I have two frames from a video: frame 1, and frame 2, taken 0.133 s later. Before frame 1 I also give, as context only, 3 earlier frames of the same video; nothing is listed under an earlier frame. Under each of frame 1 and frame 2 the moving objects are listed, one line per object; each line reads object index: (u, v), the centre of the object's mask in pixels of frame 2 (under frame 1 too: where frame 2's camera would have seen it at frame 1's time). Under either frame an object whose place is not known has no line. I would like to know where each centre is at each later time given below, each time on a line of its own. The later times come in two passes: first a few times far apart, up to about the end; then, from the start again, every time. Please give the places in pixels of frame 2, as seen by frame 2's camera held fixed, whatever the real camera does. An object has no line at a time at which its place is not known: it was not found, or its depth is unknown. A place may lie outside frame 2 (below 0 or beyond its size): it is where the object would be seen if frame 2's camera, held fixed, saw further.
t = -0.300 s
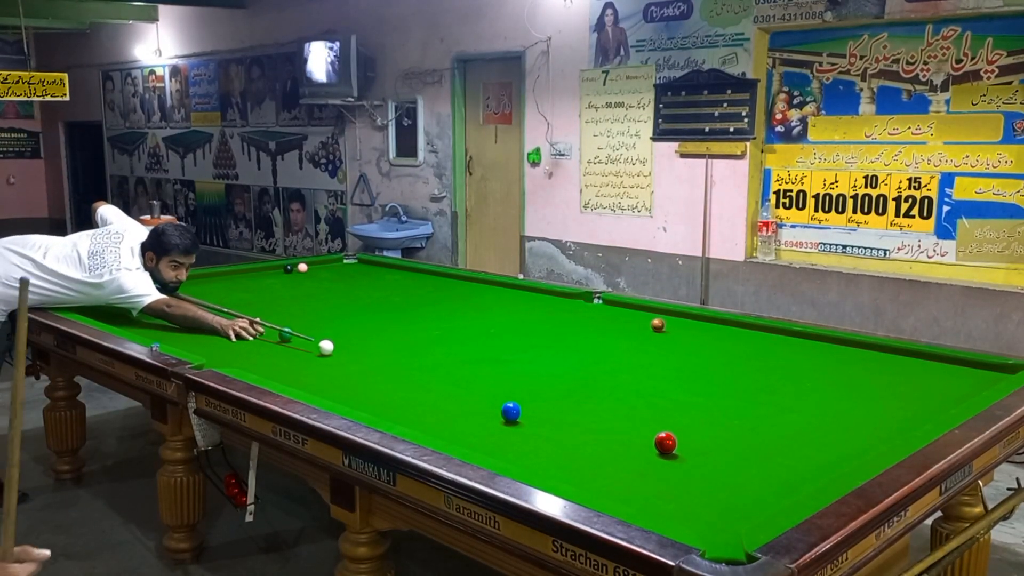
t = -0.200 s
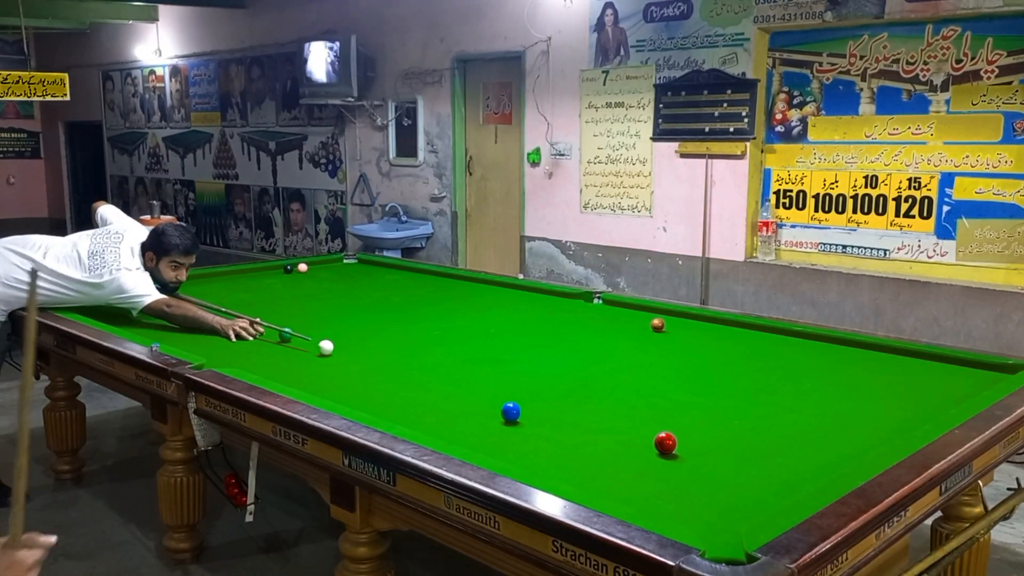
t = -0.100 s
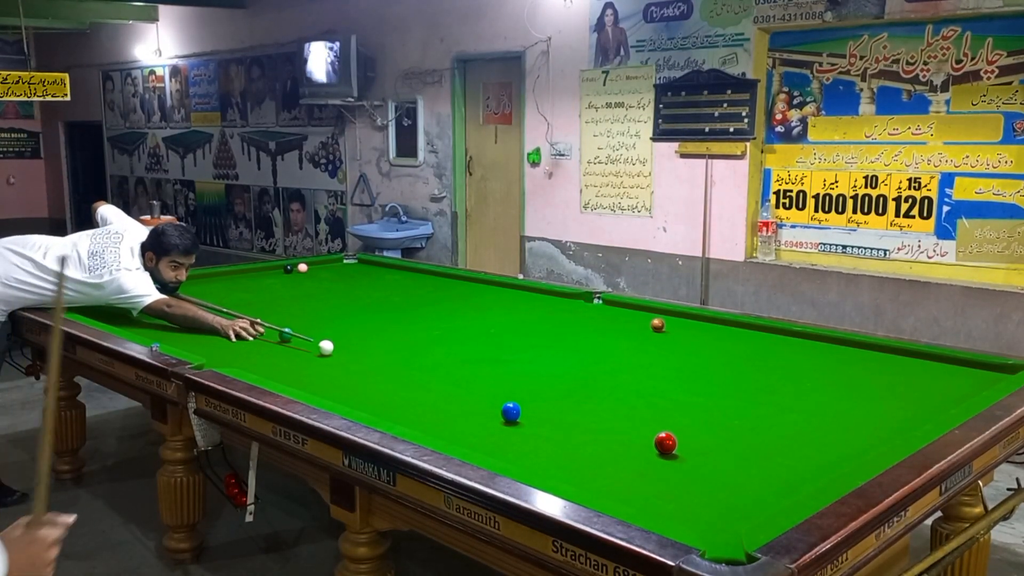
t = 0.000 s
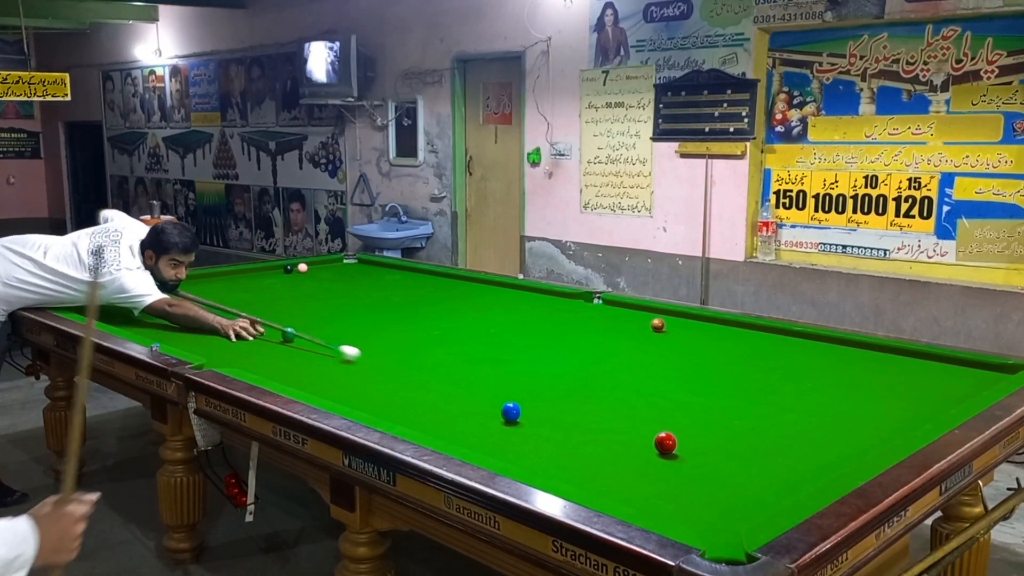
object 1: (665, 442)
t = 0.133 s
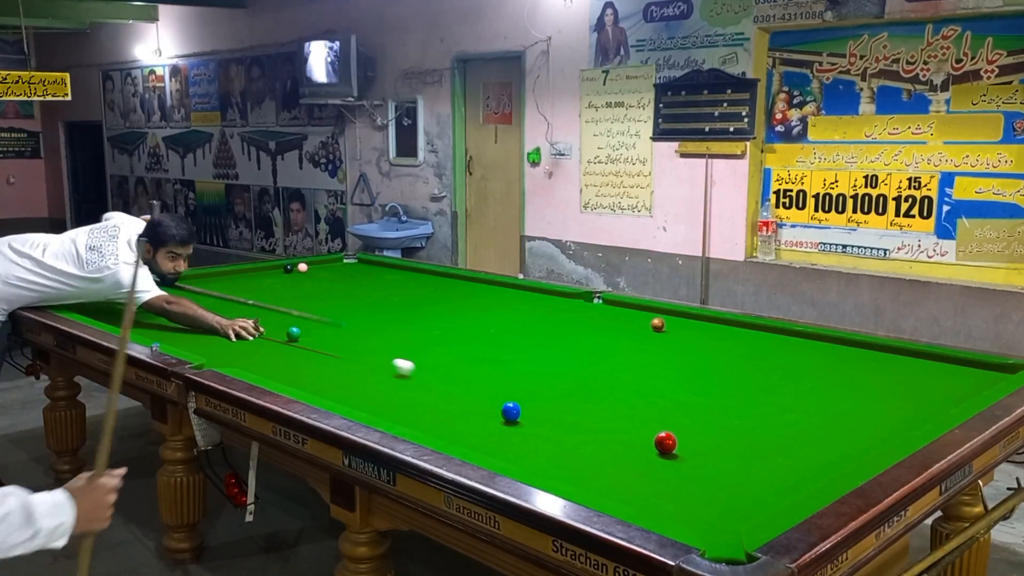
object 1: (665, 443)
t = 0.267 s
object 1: (665, 443)
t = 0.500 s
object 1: (665, 443)
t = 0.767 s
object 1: (685, 464)
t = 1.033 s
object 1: (724, 503)
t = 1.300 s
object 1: (702, 520)
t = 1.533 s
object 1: (650, 507)
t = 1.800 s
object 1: (625, 492)
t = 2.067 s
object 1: (606, 476)
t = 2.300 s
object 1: (591, 464)
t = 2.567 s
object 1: (577, 454)
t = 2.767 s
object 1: (567, 447)
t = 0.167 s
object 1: (665, 443)
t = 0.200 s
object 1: (665, 443)
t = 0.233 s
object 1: (665, 443)
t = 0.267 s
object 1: (665, 443)
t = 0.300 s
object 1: (665, 443)
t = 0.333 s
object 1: (665, 443)
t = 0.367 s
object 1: (665, 443)
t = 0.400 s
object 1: (665, 443)
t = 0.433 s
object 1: (665, 443)
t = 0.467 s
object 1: (665, 443)
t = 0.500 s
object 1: (665, 443)
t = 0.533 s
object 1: (665, 443)
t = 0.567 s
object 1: (665, 443)
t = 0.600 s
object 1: (665, 443)
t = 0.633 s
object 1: (666, 443)
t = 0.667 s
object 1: (672, 449)
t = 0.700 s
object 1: (676, 454)
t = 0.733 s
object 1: (681, 459)
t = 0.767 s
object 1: (685, 464)
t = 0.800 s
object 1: (690, 468)
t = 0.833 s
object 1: (694, 473)
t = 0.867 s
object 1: (699, 478)
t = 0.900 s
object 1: (704, 483)
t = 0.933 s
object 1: (709, 488)
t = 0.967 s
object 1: (713, 493)
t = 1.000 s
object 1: (719, 498)
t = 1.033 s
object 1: (724, 503)
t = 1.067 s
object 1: (729, 509)
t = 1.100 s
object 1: (734, 515)
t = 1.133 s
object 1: (739, 519)
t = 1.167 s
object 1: (739, 522)
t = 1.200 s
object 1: (730, 522)
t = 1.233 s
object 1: (721, 522)
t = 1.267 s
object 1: (711, 521)
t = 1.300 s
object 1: (702, 520)
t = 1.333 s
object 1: (692, 519)
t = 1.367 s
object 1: (684, 516)
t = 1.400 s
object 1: (675, 514)
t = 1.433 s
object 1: (666, 512)
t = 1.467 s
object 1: (658, 511)
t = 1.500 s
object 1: (653, 509)
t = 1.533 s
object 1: (650, 507)
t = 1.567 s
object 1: (646, 505)
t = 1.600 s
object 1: (643, 503)
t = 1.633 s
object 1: (640, 501)
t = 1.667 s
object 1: (637, 499)
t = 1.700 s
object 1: (634, 498)
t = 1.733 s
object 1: (631, 496)
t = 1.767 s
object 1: (628, 494)
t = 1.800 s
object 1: (625, 492)
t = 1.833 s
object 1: (623, 490)
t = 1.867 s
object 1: (620, 488)
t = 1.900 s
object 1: (618, 486)
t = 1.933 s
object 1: (615, 484)
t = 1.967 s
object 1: (613, 482)
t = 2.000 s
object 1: (610, 480)
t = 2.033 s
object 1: (608, 478)
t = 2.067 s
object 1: (606, 476)
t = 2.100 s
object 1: (604, 474)
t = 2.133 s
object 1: (602, 472)
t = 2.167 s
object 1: (599, 471)
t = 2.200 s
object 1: (597, 469)
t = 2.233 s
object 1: (595, 467)
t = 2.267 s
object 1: (593, 466)
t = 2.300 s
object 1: (591, 464)
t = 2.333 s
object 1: (590, 463)
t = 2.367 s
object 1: (588, 461)
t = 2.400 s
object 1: (586, 460)
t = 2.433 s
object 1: (584, 459)
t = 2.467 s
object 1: (582, 457)
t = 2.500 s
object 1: (580, 456)
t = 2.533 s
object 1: (578, 455)
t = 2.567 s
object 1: (577, 454)
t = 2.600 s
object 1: (575, 453)
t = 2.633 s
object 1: (573, 451)
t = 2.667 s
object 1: (572, 450)
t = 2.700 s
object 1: (570, 449)
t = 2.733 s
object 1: (569, 448)
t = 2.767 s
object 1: (567, 447)
